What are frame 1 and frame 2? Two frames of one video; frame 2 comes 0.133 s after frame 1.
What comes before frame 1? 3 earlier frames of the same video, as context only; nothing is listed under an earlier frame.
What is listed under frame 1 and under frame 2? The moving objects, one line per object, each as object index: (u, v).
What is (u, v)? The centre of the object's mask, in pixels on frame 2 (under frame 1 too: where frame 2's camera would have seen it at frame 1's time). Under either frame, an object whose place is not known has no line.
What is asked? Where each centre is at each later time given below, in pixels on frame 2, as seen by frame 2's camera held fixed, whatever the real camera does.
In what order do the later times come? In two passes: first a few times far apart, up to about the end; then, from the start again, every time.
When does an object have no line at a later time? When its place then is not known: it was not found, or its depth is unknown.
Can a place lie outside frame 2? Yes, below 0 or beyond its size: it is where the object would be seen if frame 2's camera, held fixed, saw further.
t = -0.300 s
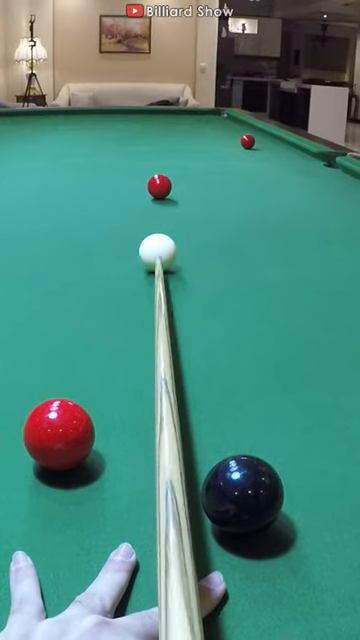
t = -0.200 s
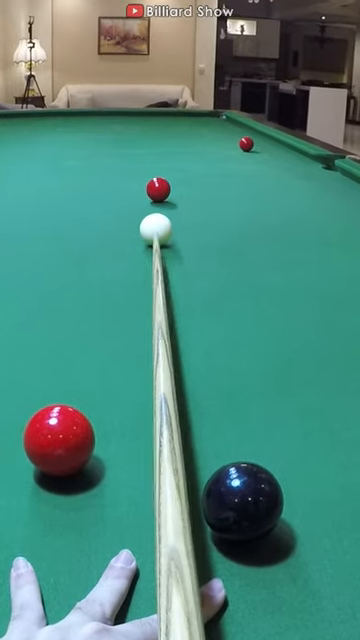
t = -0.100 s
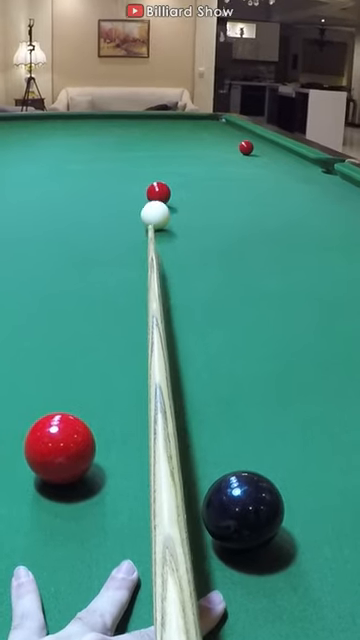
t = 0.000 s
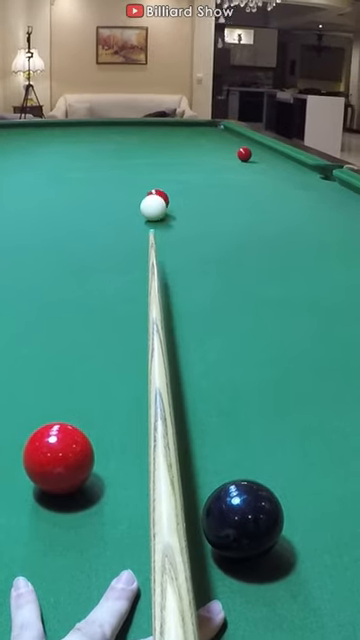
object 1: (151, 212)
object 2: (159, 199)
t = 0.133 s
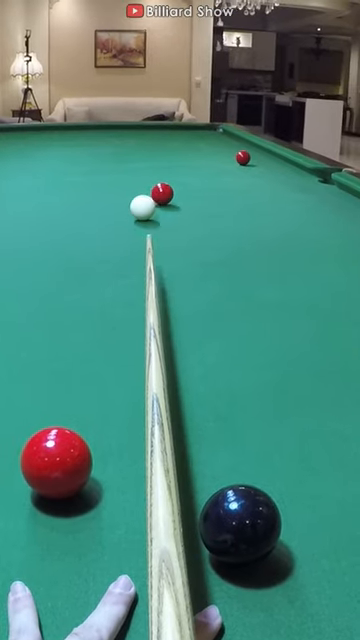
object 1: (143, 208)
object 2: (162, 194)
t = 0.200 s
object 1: (138, 205)
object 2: (164, 189)
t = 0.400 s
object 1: (127, 199)
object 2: (171, 179)
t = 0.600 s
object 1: (118, 194)
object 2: (177, 171)
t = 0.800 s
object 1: (110, 190)
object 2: (182, 164)
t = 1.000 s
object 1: (104, 186)
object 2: (186, 158)
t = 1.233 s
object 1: (97, 182)
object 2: (190, 153)
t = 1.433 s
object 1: (92, 180)
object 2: (193, 149)
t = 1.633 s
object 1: (87, 177)
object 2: (196, 145)
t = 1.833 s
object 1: (83, 175)
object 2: (198, 142)
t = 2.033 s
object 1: (79, 173)
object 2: (200, 139)
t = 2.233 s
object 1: (76, 172)
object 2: (203, 137)
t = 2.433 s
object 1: (74, 170)
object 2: (205, 135)
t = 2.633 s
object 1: (72, 169)
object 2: (206, 133)
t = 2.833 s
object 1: (71, 168)
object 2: (208, 131)
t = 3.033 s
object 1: (69, 168)
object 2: (210, 130)
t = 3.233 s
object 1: (69, 167)
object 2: (212, 127)
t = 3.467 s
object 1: (68, 166)
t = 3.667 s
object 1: (68, 166)
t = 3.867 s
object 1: (68, 165)
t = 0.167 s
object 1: (140, 206)
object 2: (163, 191)
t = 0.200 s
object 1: (138, 205)
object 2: (164, 189)
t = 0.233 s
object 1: (136, 204)
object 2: (166, 187)
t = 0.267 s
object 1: (134, 203)
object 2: (167, 186)
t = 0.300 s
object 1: (133, 202)
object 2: (168, 184)
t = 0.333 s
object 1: (131, 201)
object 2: (169, 182)
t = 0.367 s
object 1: (129, 200)
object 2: (170, 181)
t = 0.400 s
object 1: (127, 199)
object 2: (171, 179)
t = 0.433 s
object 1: (126, 198)
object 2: (172, 178)
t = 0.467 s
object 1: (124, 198)
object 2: (173, 176)
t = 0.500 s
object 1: (123, 197)
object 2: (174, 175)
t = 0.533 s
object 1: (121, 196)
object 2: (175, 173)
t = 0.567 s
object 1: (120, 195)
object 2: (176, 172)
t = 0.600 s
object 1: (118, 194)
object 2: (177, 171)
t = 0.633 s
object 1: (117, 193)
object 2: (178, 169)
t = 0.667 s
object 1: (116, 193)
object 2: (179, 169)
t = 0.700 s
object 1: (114, 192)
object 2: (179, 167)
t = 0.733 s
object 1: (113, 191)
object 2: (180, 167)
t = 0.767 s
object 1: (112, 191)
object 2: (181, 165)
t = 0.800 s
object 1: (110, 190)
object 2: (182, 164)
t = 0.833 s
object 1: (109, 189)
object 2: (182, 163)
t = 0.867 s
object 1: (108, 189)
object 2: (183, 162)
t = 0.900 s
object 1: (107, 188)
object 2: (184, 161)
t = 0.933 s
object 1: (106, 188)
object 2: (184, 160)
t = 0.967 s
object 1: (105, 187)
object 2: (185, 160)
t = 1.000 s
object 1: (104, 186)
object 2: (186, 158)
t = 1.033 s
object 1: (103, 186)
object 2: (187, 158)
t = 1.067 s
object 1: (101, 185)
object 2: (187, 157)
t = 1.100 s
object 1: (101, 185)
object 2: (188, 156)
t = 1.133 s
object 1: (100, 184)
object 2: (188, 155)
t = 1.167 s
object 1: (99, 183)
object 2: (189, 154)
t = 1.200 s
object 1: (98, 183)
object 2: (189, 154)
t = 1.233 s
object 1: (97, 182)
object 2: (190, 153)
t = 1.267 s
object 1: (96, 182)
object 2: (190, 152)
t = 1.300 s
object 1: (95, 182)
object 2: (191, 152)
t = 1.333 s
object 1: (94, 181)
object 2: (191, 151)
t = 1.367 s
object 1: (93, 181)
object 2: (192, 150)
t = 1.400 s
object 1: (93, 180)
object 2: (192, 149)
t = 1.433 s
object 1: (92, 180)
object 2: (193, 149)
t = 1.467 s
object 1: (91, 179)
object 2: (193, 148)
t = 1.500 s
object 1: (90, 179)
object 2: (194, 148)
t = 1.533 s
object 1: (89, 178)
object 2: (194, 147)
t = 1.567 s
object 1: (89, 178)
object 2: (195, 147)
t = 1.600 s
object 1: (88, 178)
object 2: (195, 146)
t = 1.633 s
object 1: (87, 177)
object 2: (196, 145)
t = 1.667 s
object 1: (86, 177)
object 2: (196, 145)
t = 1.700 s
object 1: (86, 176)
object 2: (197, 144)
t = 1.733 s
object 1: (85, 176)
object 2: (197, 144)
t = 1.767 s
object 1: (84, 176)
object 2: (197, 143)
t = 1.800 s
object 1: (84, 175)
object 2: (198, 143)
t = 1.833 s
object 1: (83, 175)
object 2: (198, 142)
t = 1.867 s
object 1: (82, 175)
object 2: (199, 142)
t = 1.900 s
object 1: (82, 174)
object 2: (199, 141)
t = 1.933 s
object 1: (81, 174)
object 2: (199, 141)
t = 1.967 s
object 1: (81, 174)
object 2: (200, 140)
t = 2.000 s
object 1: (80, 174)
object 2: (200, 140)
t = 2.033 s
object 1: (79, 173)
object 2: (200, 139)
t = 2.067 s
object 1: (79, 173)
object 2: (201, 139)
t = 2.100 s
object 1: (78, 173)
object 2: (201, 138)
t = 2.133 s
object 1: (78, 172)
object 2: (202, 138)
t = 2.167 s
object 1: (77, 172)
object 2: (202, 137)
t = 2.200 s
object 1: (77, 172)
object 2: (202, 137)
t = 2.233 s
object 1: (76, 172)
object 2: (203, 137)
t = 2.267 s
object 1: (76, 171)
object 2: (203, 136)
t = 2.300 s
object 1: (75, 171)
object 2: (203, 136)
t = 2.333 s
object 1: (75, 171)
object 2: (203, 136)
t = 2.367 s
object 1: (75, 171)
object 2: (204, 135)
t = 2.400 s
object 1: (74, 170)
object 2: (204, 135)
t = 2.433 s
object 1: (74, 170)
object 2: (205, 135)
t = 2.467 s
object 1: (74, 170)
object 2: (204, 135)
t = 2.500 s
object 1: (73, 170)
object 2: (205, 134)
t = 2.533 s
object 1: (73, 170)
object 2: (205, 134)
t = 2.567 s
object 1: (73, 169)
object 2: (206, 133)
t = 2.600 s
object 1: (73, 169)
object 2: (206, 133)
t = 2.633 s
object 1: (72, 169)
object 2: (206, 133)
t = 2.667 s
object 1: (72, 169)
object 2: (207, 133)
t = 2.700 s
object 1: (72, 169)
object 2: (207, 133)
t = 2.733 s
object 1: (71, 169)
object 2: (207, 132)
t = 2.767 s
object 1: (71, 169)
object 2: (207, 132)
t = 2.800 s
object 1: (71, 168)
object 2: (208, 131)
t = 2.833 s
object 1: (71, 168)
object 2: (208, 131)
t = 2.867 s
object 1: (70, 168)
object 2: (208, 131)
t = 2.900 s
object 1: (70, 168)
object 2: (209, 130)
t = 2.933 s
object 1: (70, 168)
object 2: (209, 130)
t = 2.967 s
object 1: (70, 168)
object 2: (209, 130)
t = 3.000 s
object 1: (69, 168)
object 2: (209, 130)
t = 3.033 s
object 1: (69, 168)
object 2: (210, 130)
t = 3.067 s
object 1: (69, 168)
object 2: (210, 130)
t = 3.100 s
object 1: (69, 167)
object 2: (211, 128)
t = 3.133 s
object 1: (69, 167)
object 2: (210, 129)
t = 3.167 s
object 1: (69, 167)
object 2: (211, 128)
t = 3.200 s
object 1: (69, 167)
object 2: (211, 127)
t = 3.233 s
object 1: (69, 167)
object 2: (212, 127)
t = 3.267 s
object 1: (68, 167)
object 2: (212, 127)
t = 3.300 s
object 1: (68, 167)
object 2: (212, 127)
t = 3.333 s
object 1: (68, 167)
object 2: (212, 127)
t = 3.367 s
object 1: (68, 166)
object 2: (212, 127)
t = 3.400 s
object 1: (68, 166)
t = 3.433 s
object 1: (68, 166)
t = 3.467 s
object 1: (68, 166)
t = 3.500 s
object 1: (68, 166)
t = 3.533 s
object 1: (68, 166)
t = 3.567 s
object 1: (68, 166)
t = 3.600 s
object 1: (68, 166)
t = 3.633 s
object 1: (68, 166)
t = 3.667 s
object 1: (68, 166)
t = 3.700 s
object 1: (68, 166)
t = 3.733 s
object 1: (68, 166)
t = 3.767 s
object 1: (68, 166)
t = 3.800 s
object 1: (68, 166)
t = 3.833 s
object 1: (68, 166)
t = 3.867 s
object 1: (68, 165)
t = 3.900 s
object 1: (68, 165)
